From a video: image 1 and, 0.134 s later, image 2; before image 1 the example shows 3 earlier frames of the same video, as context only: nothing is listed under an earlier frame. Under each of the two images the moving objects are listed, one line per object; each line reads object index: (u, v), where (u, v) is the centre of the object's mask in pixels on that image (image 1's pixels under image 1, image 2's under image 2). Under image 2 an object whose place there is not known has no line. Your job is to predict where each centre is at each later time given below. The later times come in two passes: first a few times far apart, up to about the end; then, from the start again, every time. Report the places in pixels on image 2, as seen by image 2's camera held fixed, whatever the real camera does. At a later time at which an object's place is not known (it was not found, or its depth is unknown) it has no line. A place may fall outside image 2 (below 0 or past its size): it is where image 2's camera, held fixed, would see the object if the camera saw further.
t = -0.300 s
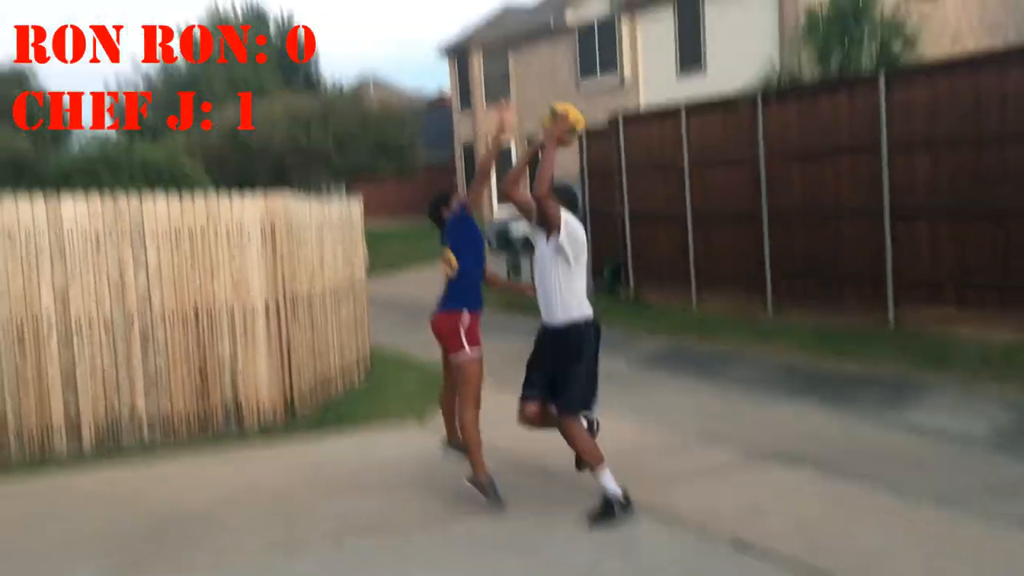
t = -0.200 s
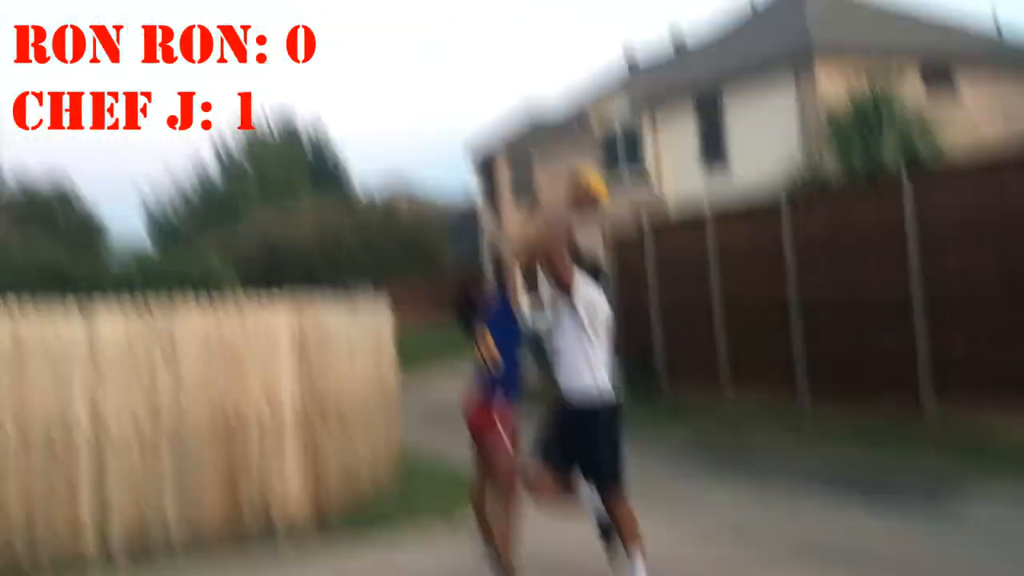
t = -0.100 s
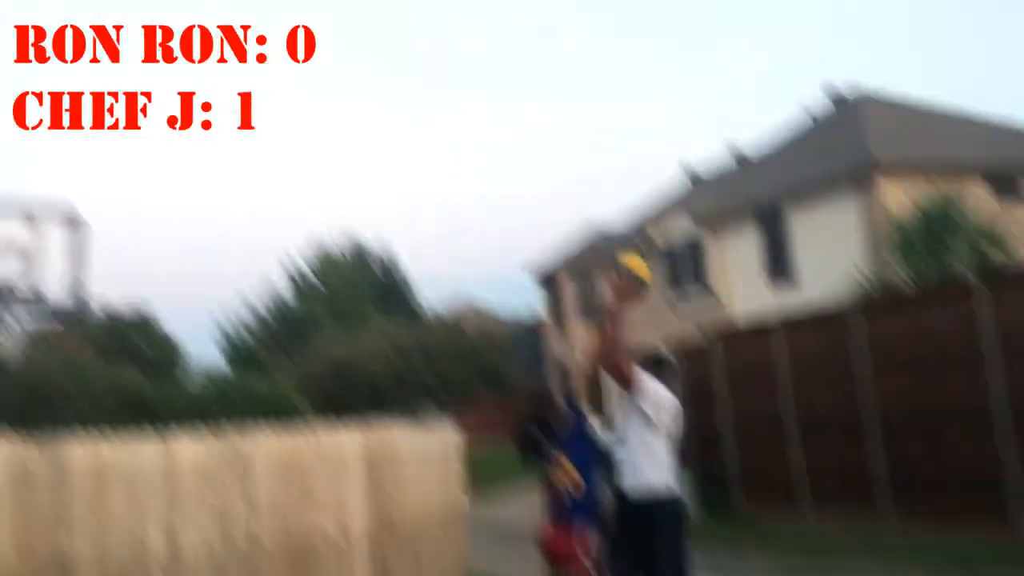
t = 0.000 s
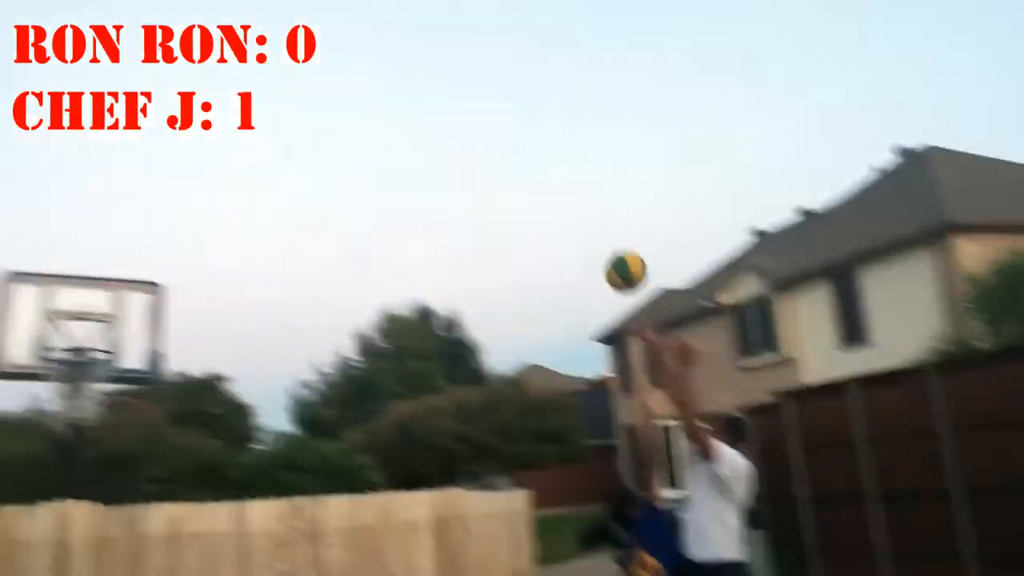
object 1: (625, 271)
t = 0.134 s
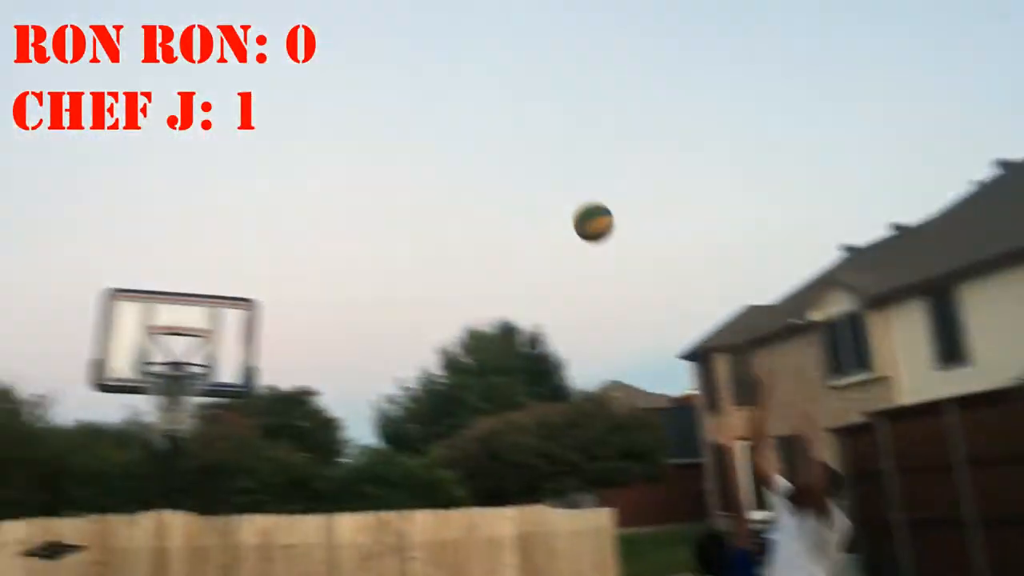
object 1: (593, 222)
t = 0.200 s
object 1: (539, 201)
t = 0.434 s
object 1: (373, 188)
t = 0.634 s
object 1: (251, 240)
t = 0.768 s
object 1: (177, 304)
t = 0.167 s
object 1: (565, 211)
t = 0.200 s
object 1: (539, 201)
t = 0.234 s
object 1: (513, 194)
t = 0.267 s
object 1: (488, 189)
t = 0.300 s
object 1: (464, 185)
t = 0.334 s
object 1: (441, 183)
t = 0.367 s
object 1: (418, 183)
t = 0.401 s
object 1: (395, 185)
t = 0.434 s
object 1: (373, 188)
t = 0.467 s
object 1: (351, 193)
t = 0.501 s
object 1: (330, 200)
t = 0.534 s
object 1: (310, 207)
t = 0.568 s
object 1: (290, 217)
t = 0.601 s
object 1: (270, 228)
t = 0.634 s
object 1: (251, 240)
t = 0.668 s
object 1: (232, 254)
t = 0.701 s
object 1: (213, 270)
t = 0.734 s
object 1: (195, 286)
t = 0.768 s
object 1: (177, 304)
